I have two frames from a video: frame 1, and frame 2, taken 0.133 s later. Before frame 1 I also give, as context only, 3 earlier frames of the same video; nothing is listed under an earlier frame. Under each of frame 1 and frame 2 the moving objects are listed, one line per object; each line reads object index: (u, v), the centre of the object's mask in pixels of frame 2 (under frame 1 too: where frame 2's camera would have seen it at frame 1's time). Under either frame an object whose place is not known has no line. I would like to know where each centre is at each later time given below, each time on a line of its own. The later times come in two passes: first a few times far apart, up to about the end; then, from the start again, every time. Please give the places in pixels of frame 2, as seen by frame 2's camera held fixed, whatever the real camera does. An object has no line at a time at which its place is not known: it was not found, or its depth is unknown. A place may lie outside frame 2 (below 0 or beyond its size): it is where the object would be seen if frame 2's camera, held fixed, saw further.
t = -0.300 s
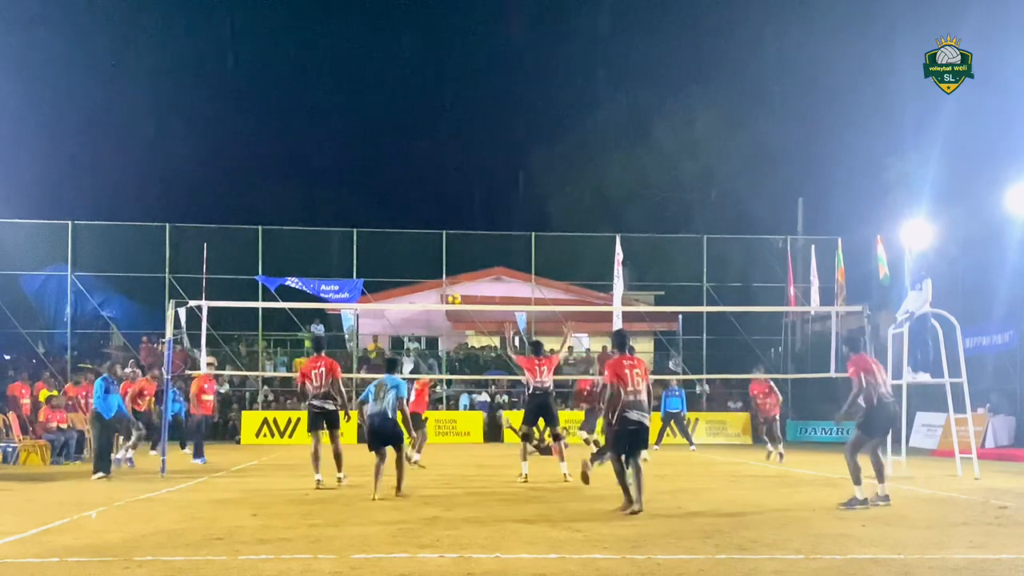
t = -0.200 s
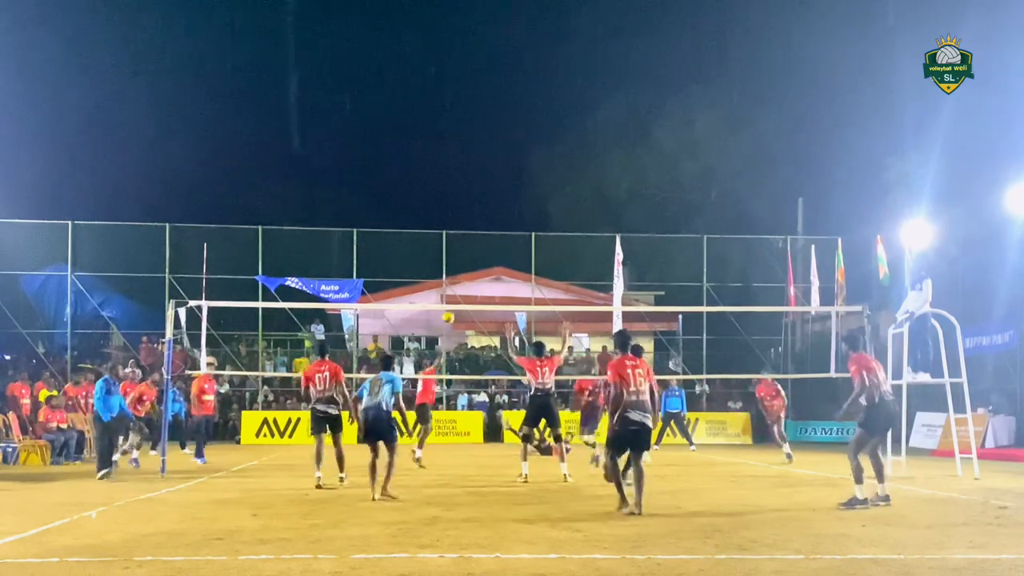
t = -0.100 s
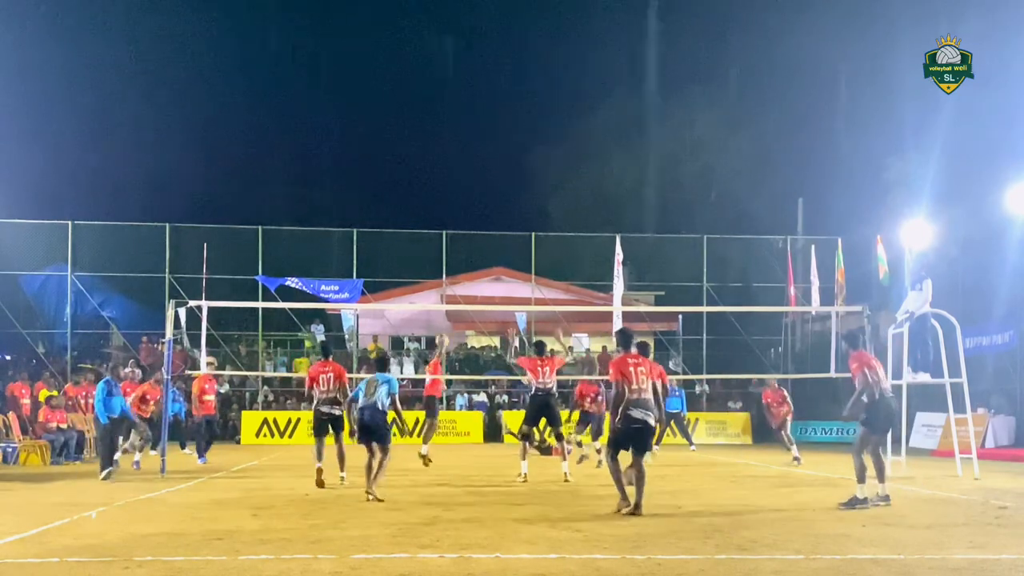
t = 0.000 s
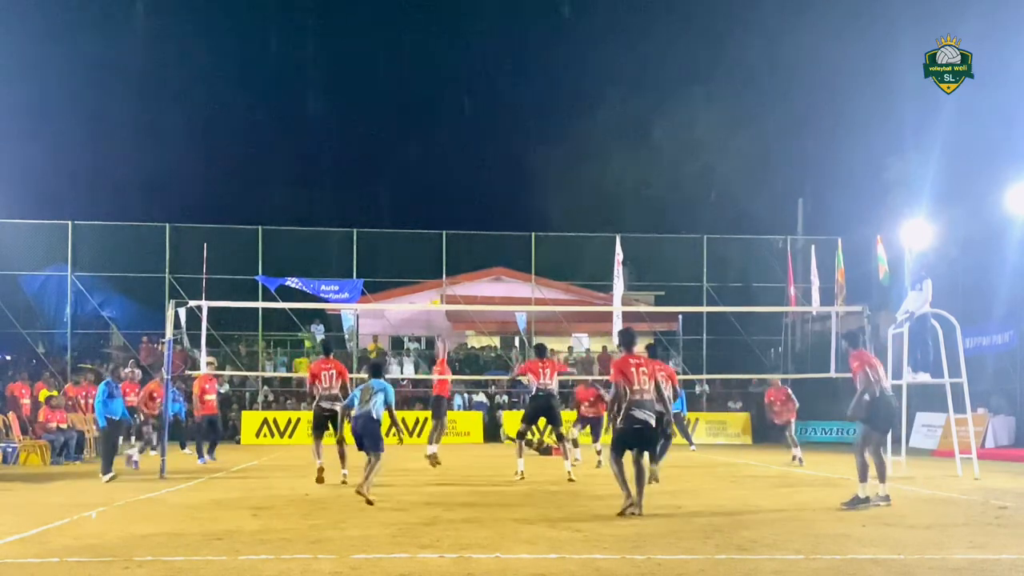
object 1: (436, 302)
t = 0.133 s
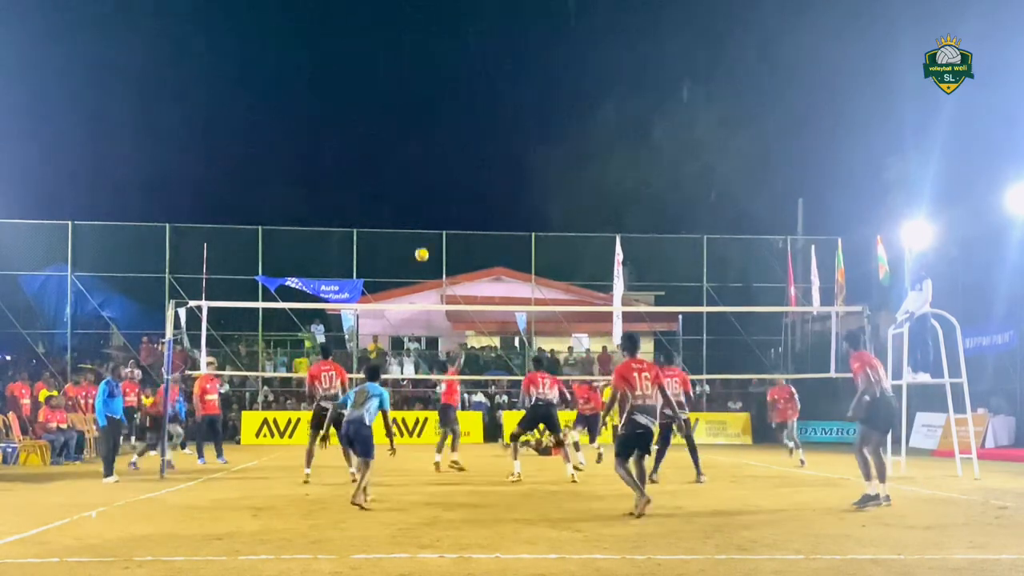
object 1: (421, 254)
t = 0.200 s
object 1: (415, 234)
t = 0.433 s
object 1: (394, 183)
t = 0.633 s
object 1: (376, 167)
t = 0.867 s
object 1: (355, 178)
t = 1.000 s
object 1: (343, 199)
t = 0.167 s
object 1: (418, 244)
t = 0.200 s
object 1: (415, 234)
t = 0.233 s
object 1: (412, 224)
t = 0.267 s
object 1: (409, 216)
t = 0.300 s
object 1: (406, 208)
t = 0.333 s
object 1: (403, 201)
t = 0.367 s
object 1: (400, 194)
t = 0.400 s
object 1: (397, 189)
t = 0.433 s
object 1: (394, 183)
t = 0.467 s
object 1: (391, 179)
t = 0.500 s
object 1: (388, 175)
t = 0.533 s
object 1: (385, 172)
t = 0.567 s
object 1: (382, 170)
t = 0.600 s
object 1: (379, 168)
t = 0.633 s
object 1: (376, 167)
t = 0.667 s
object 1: (373, 166)
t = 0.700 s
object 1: (370, 166)
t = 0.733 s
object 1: (367, 167)
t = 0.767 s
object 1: (364, 169)
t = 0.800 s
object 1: (361, 171)
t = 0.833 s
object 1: (358, 174)
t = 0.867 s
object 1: (355, 178)
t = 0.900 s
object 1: (352, 182)
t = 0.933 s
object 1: (349, 187)
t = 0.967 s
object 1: (346, 193)
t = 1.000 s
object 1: (343, 199)
